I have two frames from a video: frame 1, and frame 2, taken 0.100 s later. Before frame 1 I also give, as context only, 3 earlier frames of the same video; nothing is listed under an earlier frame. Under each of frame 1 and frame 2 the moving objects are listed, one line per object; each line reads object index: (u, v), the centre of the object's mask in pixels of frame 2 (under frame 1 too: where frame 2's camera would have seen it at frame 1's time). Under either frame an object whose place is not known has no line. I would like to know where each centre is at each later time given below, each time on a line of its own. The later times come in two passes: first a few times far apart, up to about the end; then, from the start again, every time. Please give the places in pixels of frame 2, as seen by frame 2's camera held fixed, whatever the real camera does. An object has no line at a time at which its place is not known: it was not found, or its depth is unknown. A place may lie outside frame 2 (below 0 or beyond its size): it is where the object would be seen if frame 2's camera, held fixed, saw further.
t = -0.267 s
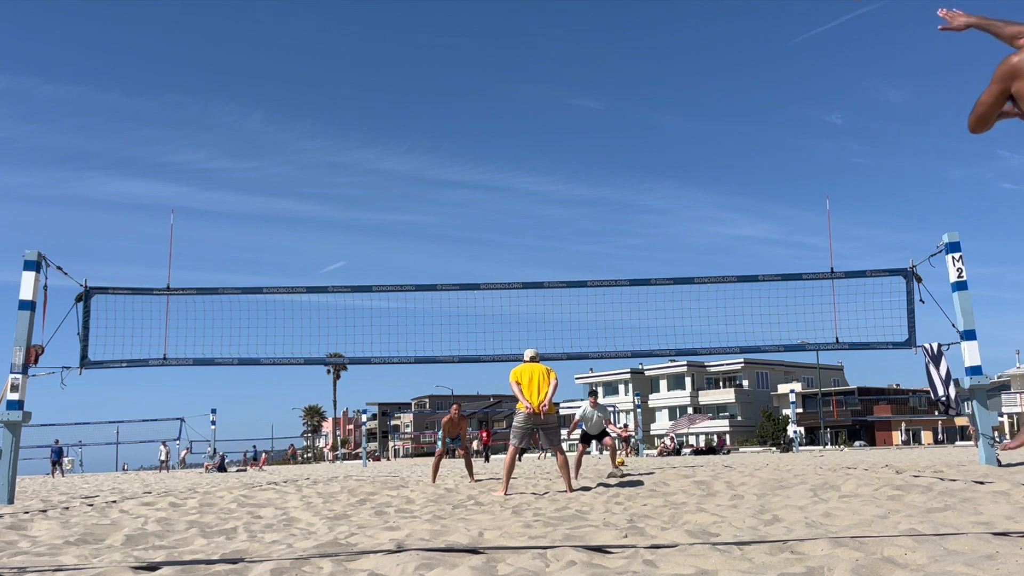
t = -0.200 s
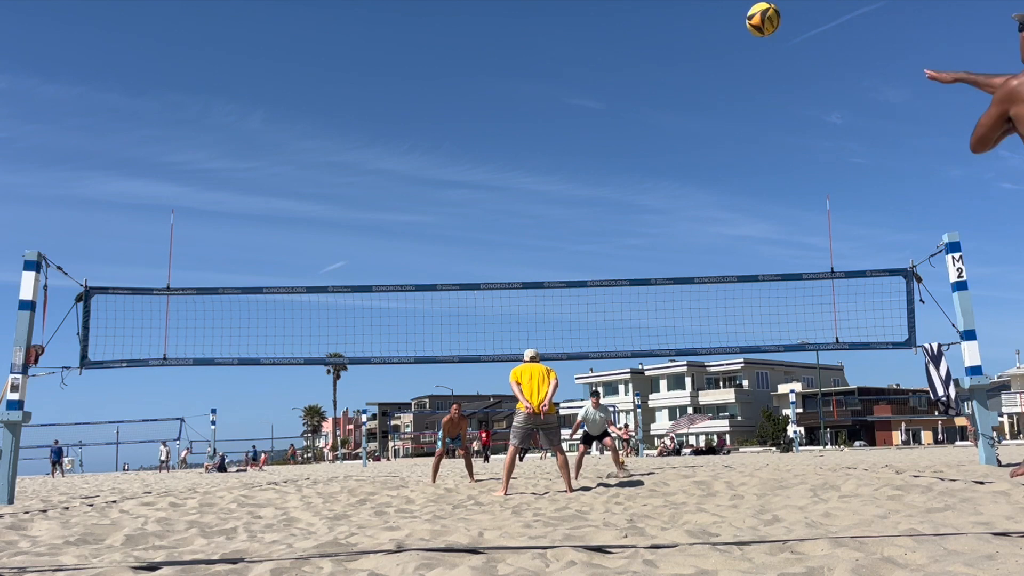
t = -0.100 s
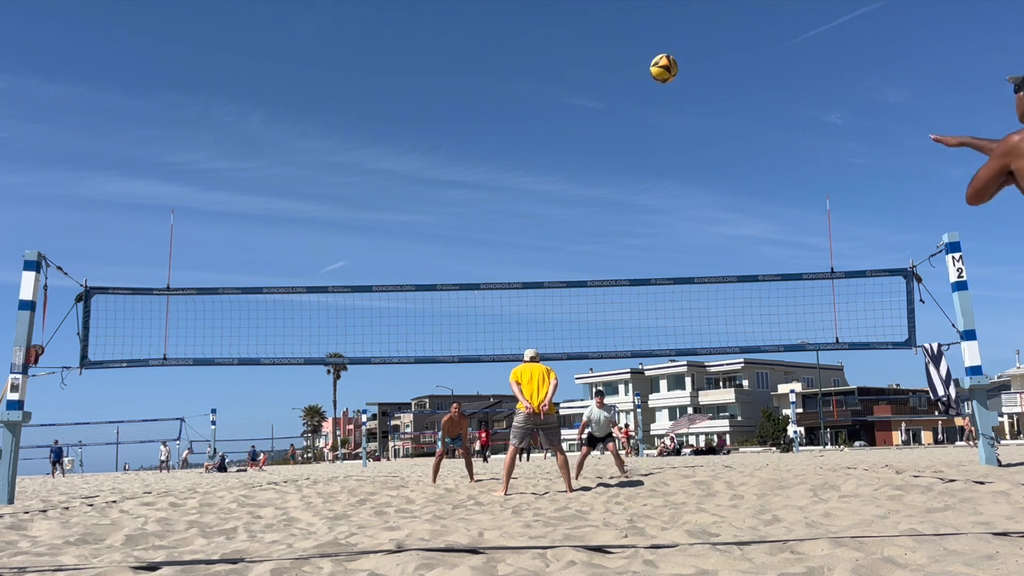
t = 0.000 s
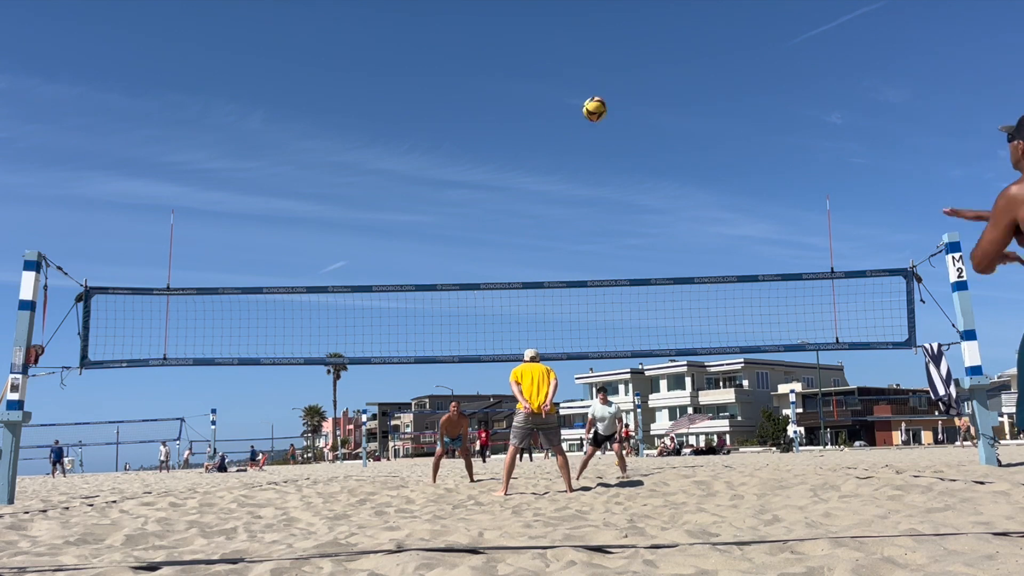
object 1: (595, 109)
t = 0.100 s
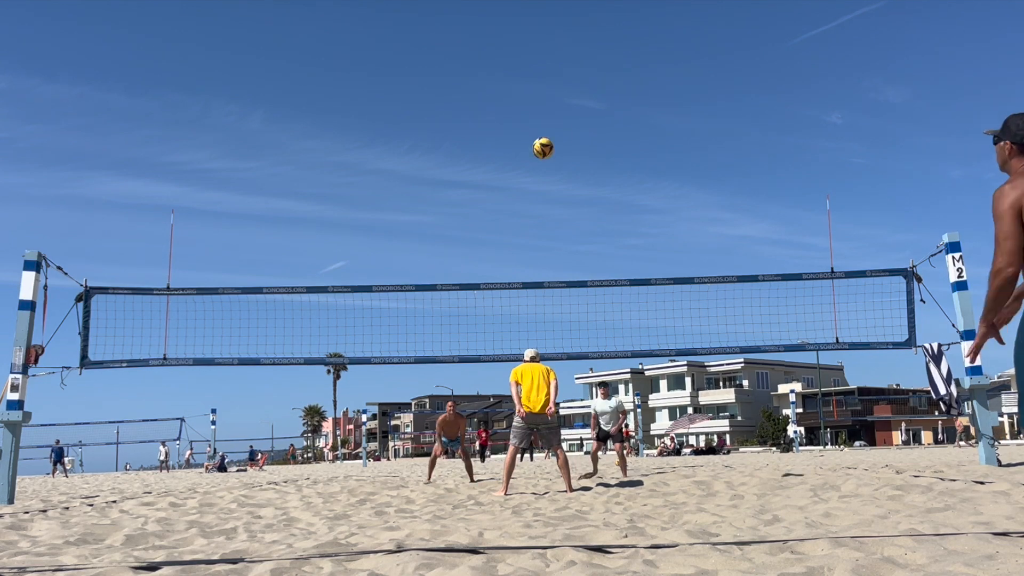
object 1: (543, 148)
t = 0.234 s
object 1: (493, 202)
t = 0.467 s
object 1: (437, 299)
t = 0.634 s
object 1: (409, 369)
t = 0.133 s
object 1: (529, 161)
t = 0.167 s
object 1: (515, 175)
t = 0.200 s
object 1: (504, 188)
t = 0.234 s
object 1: (493, 202)
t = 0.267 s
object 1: (483, 215)
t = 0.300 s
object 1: (473, 229)
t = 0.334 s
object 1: (465, 243)
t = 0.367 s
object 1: (457, 257)
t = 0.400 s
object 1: (450, 271)
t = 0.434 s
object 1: (443, 281)
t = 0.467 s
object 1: (437, 299)
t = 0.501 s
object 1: (431, 313)
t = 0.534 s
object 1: (425, 327)
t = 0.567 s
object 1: (419, 341)
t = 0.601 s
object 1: (414, 353)
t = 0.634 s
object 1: (409, 369)
